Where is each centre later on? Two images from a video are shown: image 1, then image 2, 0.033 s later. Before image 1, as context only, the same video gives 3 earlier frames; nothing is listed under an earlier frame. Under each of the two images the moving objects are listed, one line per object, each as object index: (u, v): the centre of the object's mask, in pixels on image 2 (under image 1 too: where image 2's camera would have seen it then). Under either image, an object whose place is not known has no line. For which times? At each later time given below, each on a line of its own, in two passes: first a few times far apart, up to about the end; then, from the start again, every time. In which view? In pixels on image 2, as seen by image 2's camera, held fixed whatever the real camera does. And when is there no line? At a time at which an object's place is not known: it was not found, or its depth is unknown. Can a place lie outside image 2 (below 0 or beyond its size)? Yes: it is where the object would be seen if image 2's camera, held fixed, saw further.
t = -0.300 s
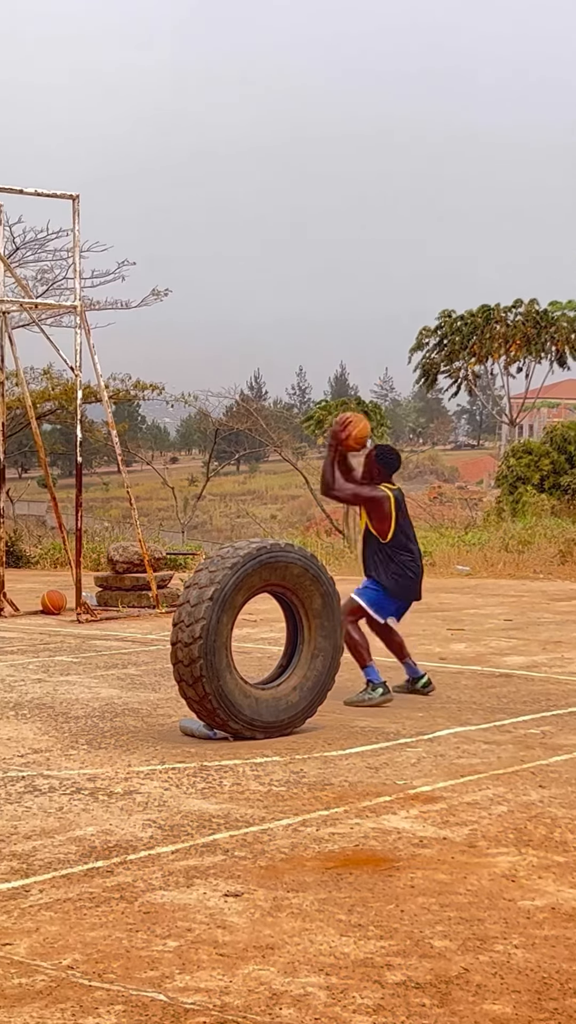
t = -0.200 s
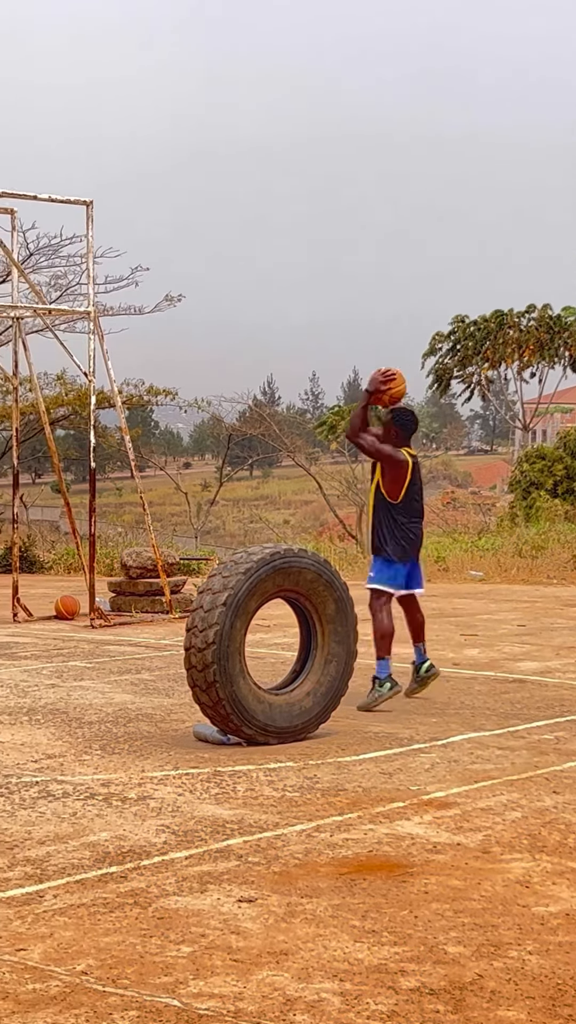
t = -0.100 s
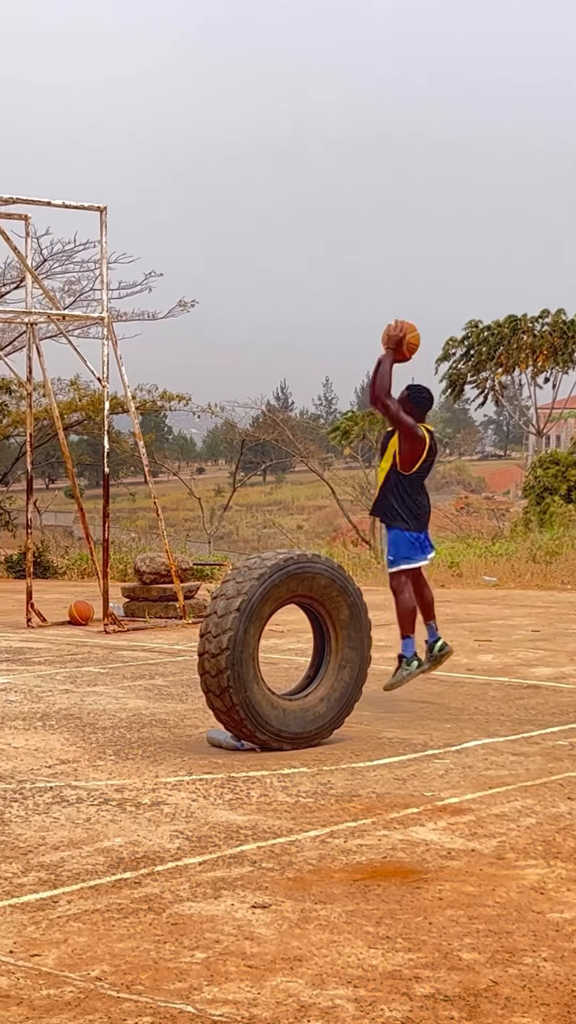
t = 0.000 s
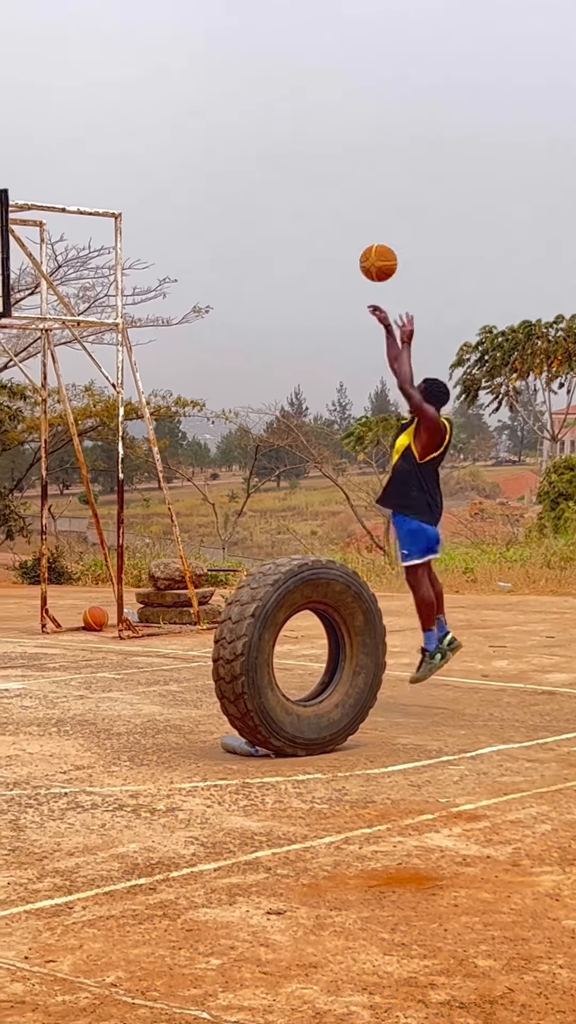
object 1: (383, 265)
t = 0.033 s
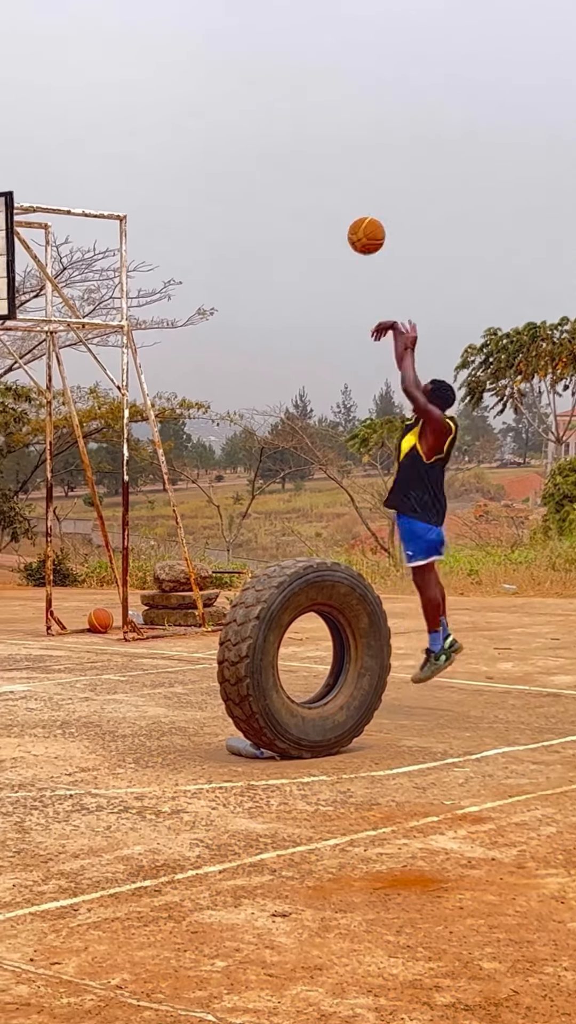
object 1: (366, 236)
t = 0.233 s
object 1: (272, 101)
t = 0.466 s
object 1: (173, 25)
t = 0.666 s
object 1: (95, 22)
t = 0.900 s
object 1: (10, 83)
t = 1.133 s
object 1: (-68, 202)
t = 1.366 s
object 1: (-100, 314)
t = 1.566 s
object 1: (-77, 352)
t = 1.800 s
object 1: (-64, 452)
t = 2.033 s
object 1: (-55, 606)
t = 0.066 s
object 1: (350, 209)
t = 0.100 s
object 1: (334, 183)
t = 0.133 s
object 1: (318, 160)
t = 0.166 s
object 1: (302, 139)
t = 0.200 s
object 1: (287, 119)
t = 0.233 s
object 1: (272, 101)
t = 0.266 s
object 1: (257, 85)
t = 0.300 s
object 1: (243, 71)
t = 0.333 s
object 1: (228, 58)
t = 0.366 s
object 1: (214, 47)
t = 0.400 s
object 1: (200, 38)
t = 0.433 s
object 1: (187, 30)
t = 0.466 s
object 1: (173, 25)
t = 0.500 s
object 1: (159, 21)
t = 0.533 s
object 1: (146, 18)
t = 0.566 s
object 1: (133, 17)
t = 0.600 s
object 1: (120, 17)
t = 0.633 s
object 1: (107, 19)
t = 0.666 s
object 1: (95, 22)
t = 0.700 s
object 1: (82, 27)
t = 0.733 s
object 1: (70, 33)
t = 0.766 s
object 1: (57, 41)
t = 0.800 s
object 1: (45, 49)
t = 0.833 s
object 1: (34, 59)
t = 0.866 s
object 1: (22, 70)
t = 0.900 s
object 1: (10, 83)
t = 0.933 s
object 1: (-2, 96)
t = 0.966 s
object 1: (-13, 111)
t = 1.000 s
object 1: (-24, 127)
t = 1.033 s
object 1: (-36, 144)
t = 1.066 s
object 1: (-47, 162)
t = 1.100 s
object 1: (-57, 182)
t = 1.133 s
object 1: (-68, 202)
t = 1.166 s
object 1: (-79, 223)
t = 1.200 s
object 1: (-90, 246)
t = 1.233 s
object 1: (-100, 269)
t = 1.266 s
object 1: (-107, 291)
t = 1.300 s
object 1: (-106, 309)
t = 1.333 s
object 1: (-104, 313)
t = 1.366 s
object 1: (-100, 314)
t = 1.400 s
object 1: (-95, 317)
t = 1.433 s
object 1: (-90, 320)
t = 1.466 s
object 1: (-85, 326)
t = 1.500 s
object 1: (-82, 334)
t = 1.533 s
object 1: (-81, 342)
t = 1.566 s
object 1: (-77, 352)
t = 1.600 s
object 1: (-76, 362)
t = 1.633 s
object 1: (-74, 373)
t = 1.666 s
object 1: (-71, 386)
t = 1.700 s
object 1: (-70, 401)
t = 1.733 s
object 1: (-68, 417)
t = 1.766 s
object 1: (-66, 434)
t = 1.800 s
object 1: (-64, 452)
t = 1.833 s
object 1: (-63, 470)
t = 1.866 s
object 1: (-62, 490)
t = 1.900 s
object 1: (-61, 511)
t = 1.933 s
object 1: (-58, 533)
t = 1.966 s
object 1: (-56, 557)
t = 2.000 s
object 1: (-55, 581)
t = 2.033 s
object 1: (-55, 606)
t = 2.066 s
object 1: (-53, 633)
